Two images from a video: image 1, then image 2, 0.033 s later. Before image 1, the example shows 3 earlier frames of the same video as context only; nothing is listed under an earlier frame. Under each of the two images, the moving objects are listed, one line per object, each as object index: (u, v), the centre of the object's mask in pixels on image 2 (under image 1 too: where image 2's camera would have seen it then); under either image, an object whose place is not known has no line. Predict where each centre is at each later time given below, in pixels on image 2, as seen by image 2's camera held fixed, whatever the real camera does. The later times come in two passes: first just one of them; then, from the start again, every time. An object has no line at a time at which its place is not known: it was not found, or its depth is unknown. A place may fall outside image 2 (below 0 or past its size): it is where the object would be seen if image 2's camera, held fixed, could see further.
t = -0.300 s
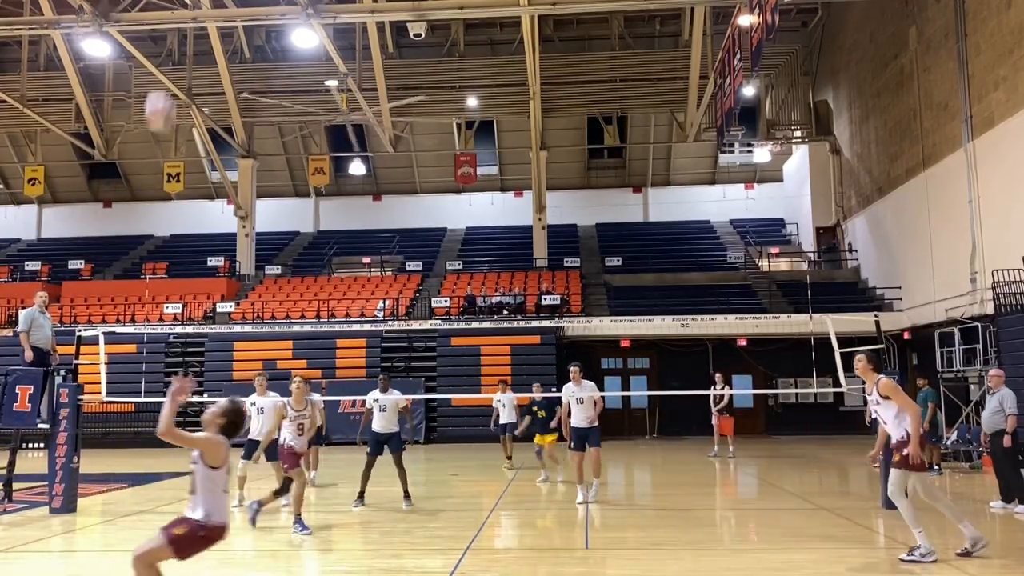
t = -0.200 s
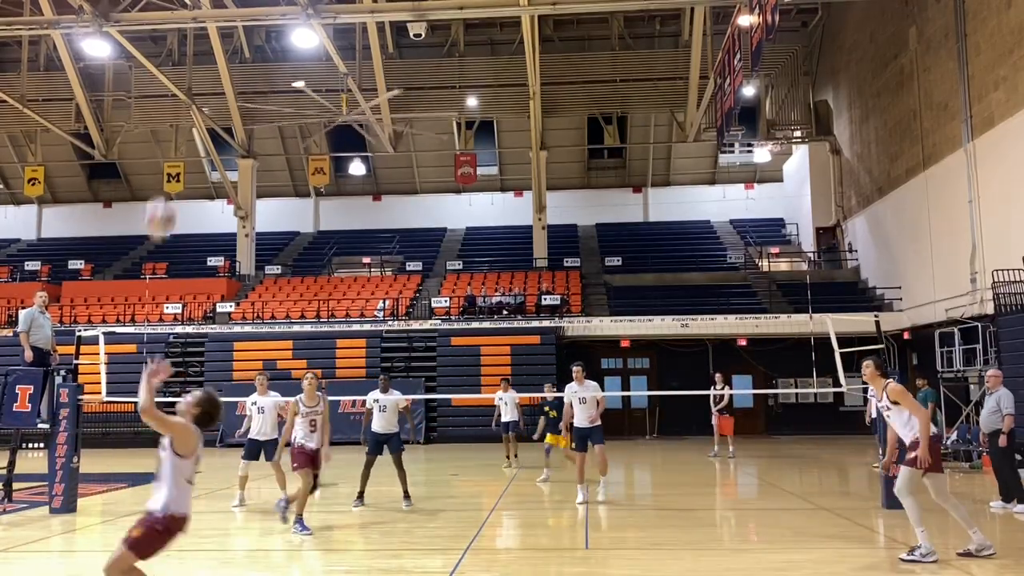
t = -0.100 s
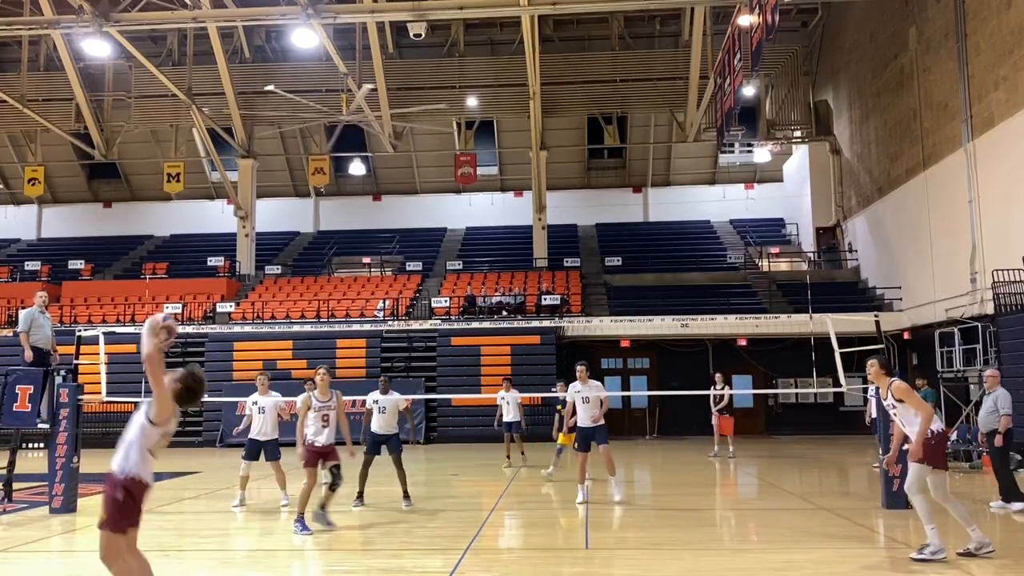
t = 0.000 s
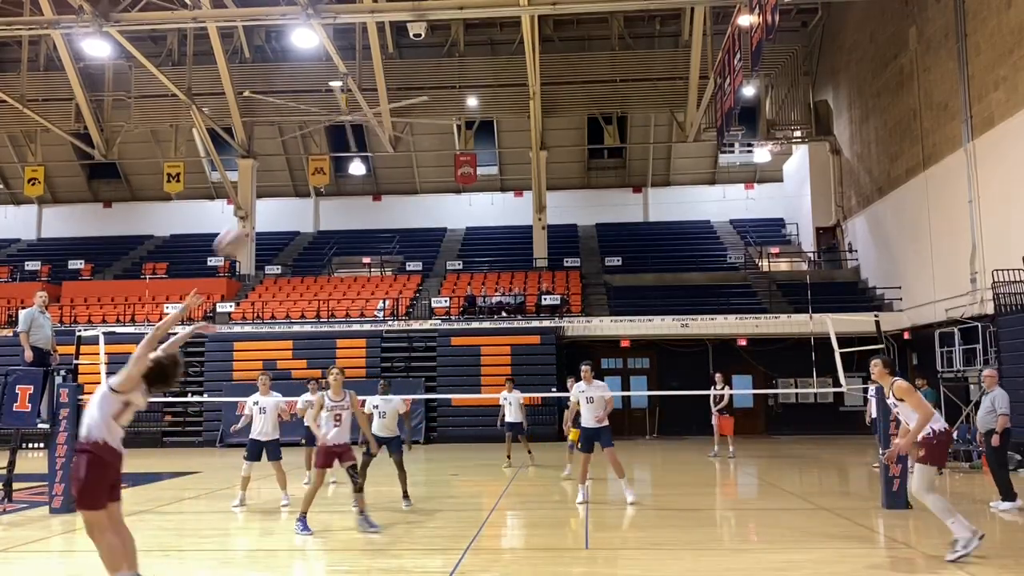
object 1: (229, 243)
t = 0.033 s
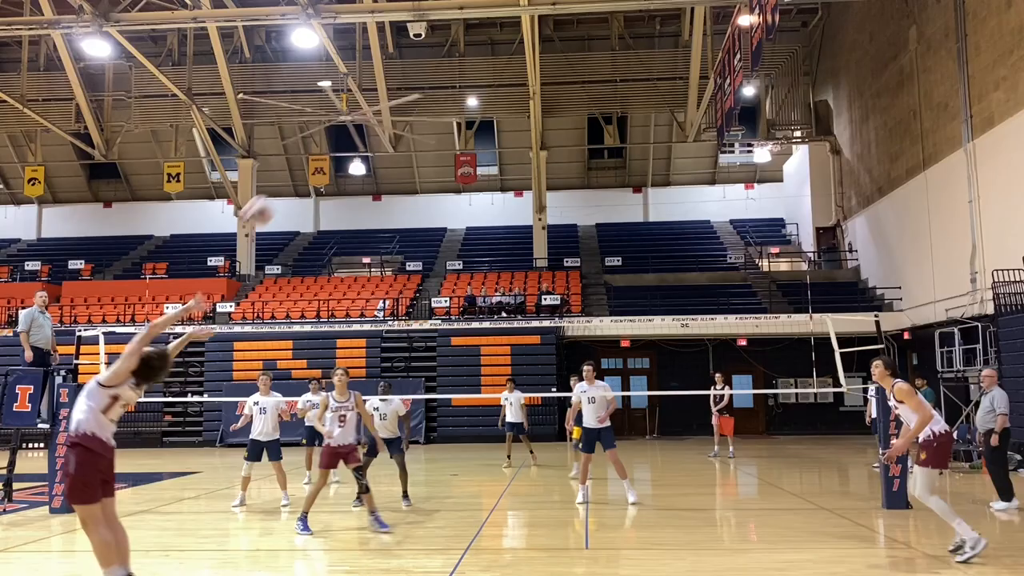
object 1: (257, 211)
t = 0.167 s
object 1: (344, 130)
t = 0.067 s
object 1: (282, 186)
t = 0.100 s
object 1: (303, 167)
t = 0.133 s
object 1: (325, 145)
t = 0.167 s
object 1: (344, 130)
